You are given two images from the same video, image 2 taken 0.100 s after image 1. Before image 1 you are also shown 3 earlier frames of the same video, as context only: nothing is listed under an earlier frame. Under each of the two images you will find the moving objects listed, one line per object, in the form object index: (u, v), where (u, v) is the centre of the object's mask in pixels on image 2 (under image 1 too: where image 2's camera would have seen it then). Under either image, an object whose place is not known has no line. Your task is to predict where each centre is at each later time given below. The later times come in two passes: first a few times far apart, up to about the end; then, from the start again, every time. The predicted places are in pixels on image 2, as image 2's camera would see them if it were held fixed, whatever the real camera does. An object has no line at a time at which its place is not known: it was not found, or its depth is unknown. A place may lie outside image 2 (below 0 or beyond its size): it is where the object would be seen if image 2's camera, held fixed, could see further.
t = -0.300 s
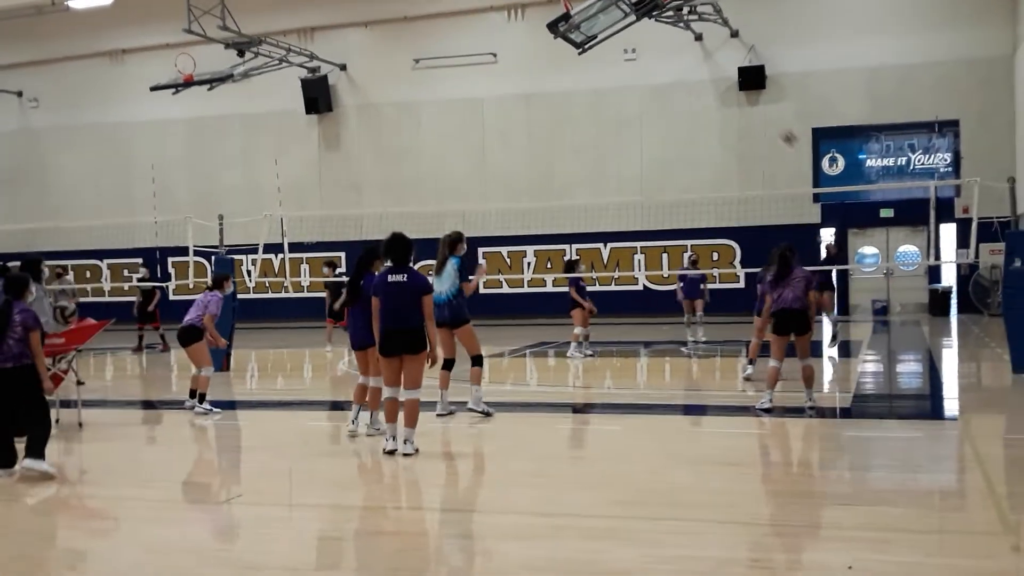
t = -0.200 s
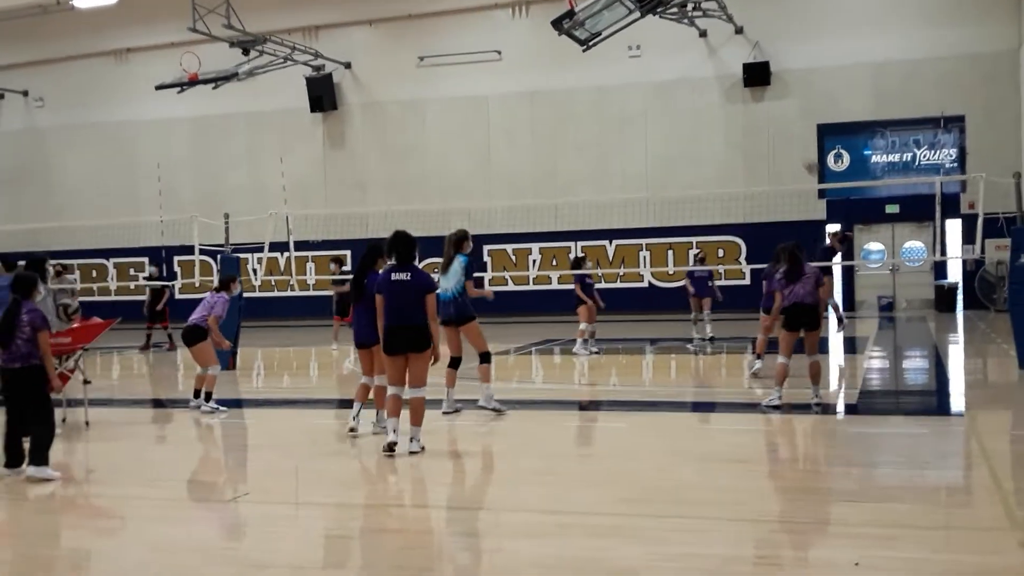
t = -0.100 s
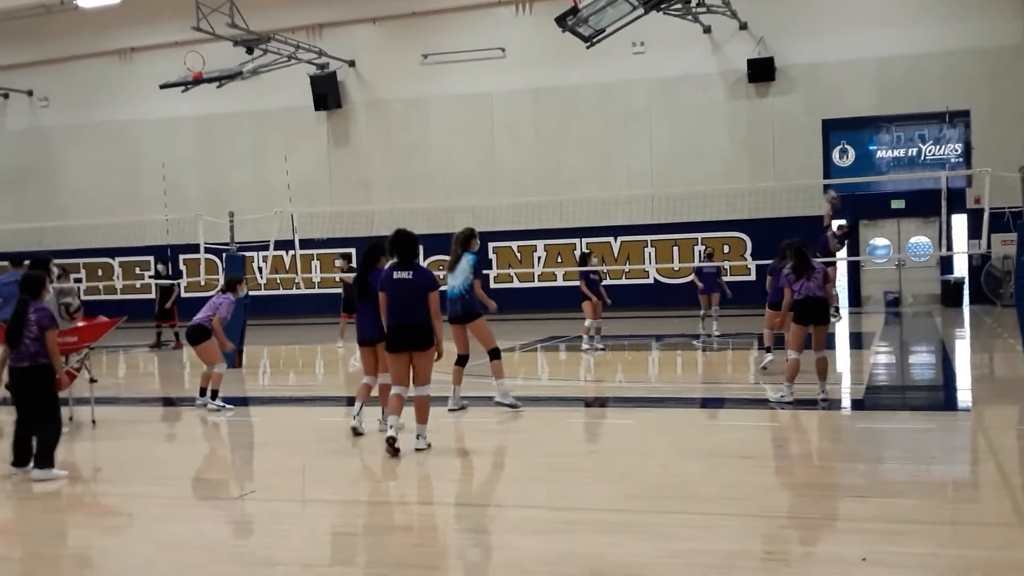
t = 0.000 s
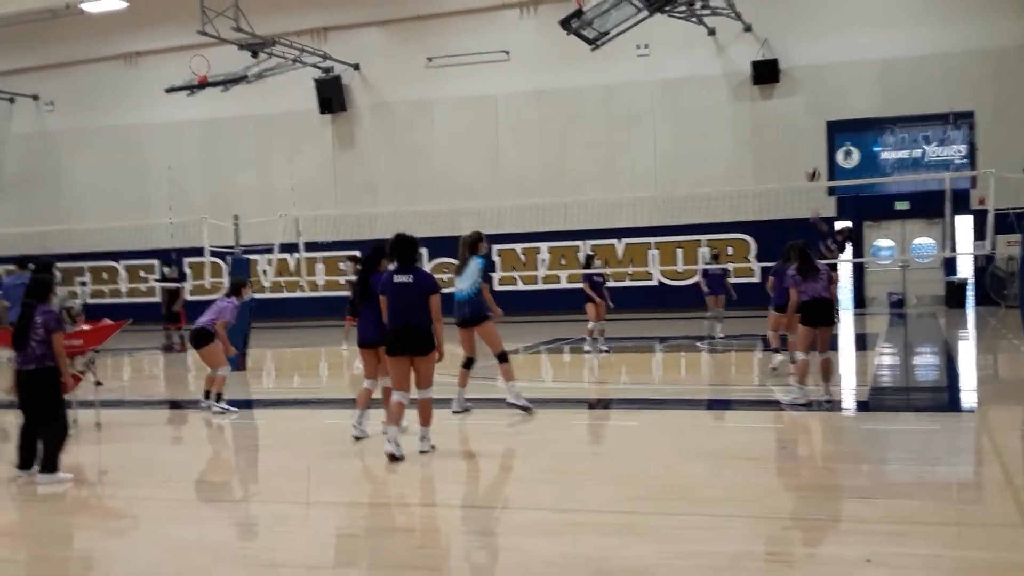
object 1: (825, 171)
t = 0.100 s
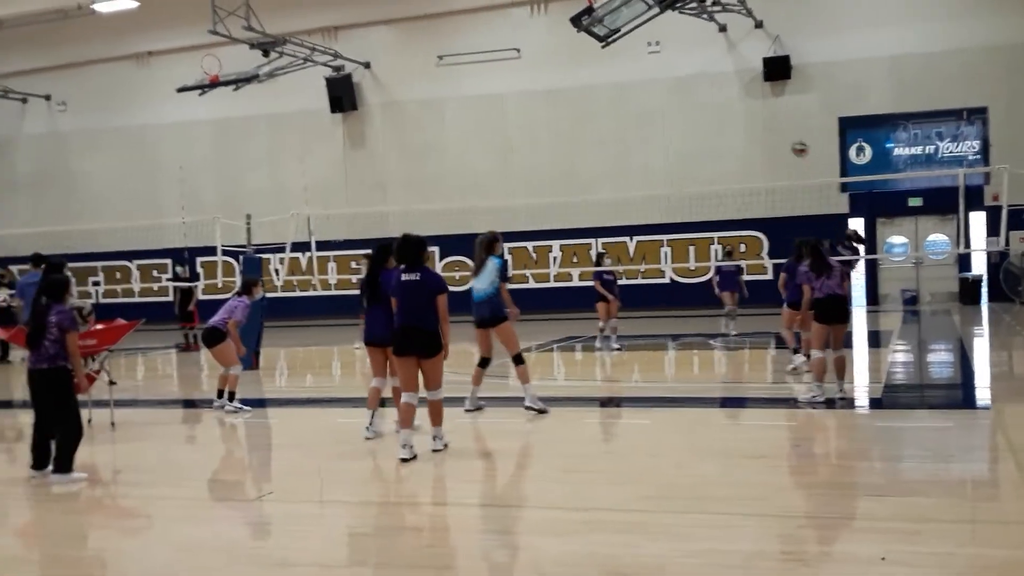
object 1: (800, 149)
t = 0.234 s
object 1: (763, 128)
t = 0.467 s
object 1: (689, 122)
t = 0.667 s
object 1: (604, 171)
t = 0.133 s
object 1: (791, 142)
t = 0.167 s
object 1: (781, 137)
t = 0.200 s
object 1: (772, 133)
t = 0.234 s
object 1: (763, 128)
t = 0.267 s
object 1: (753, 125)
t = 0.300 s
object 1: (744, 123)
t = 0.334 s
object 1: (733, 120)
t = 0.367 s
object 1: (723, 119)
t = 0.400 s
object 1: (711, 119)
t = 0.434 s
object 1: (701, 120)
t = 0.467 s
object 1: (689, 122)
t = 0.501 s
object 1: (675, 127)
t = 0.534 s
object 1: (663, 131)
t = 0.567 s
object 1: (649, 138)
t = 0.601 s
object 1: (636, 147)
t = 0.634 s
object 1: (620, 158)
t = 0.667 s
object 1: (604, 171)
